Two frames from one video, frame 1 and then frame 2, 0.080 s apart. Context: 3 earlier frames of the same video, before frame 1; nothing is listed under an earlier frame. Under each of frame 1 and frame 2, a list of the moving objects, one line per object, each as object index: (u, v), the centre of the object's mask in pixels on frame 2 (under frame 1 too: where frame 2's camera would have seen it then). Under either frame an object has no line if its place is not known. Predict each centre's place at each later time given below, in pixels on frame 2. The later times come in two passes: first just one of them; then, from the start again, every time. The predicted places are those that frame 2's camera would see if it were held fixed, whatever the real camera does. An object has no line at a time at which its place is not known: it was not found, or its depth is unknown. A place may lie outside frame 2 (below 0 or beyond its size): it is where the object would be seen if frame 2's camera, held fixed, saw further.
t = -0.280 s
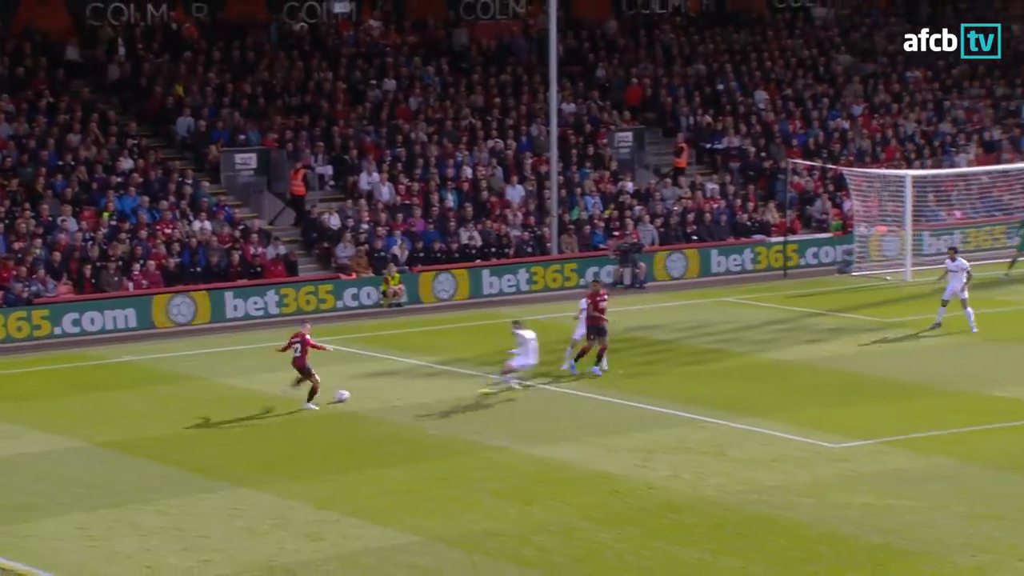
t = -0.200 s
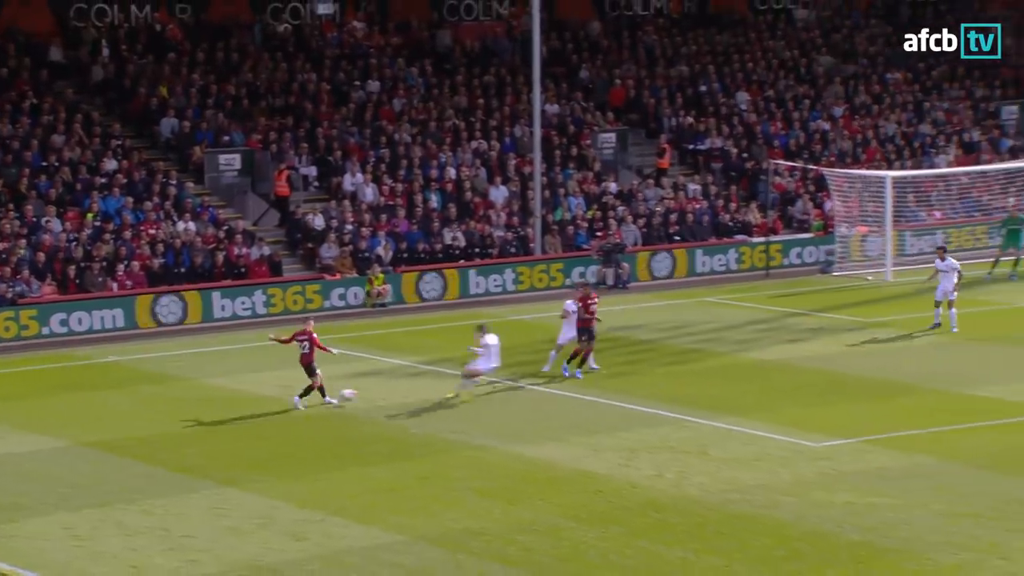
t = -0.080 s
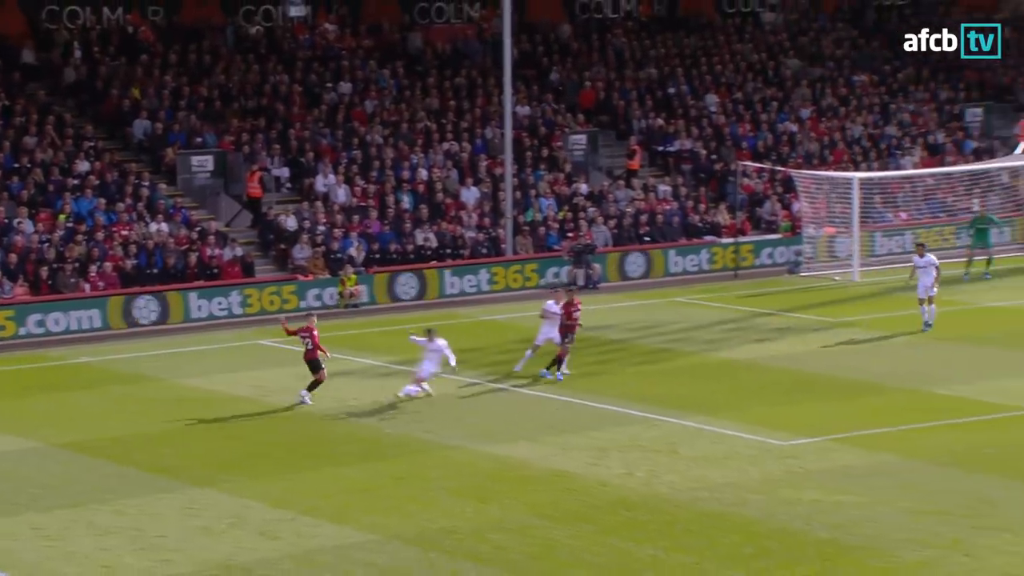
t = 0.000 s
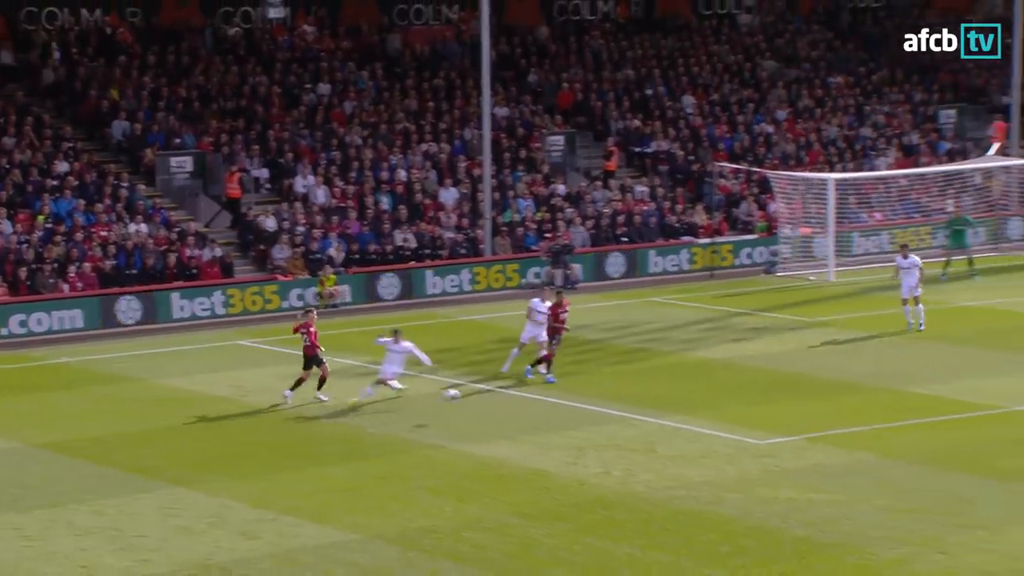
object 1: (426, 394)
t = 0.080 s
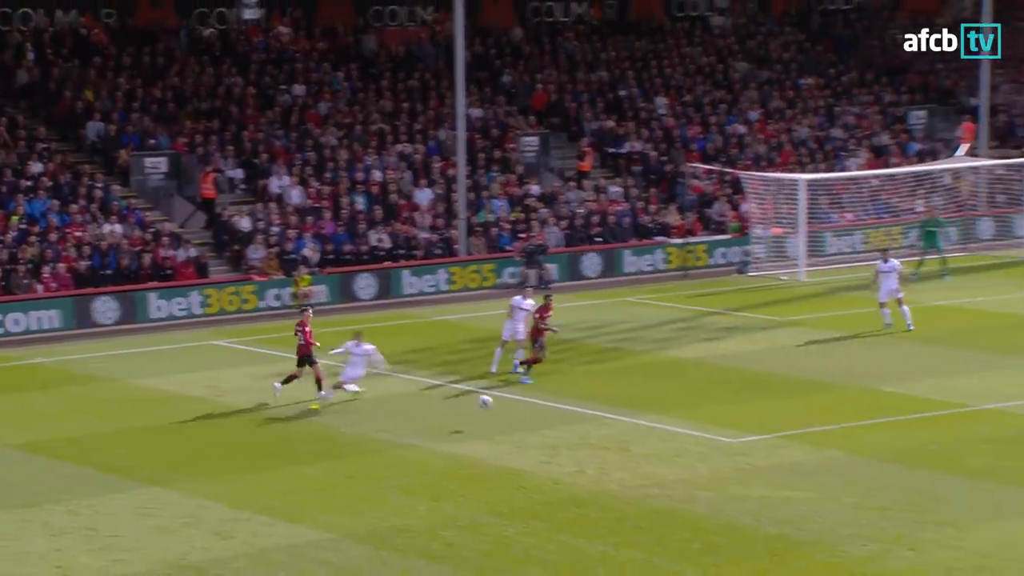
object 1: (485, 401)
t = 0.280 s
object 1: (626, 440)
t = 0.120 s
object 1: (514, 406)
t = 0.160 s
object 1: (542, 412)
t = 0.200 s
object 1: (571, 421)
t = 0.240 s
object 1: (599, 430)
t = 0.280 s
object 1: (626, 440)
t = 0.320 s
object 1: (651, 440)
